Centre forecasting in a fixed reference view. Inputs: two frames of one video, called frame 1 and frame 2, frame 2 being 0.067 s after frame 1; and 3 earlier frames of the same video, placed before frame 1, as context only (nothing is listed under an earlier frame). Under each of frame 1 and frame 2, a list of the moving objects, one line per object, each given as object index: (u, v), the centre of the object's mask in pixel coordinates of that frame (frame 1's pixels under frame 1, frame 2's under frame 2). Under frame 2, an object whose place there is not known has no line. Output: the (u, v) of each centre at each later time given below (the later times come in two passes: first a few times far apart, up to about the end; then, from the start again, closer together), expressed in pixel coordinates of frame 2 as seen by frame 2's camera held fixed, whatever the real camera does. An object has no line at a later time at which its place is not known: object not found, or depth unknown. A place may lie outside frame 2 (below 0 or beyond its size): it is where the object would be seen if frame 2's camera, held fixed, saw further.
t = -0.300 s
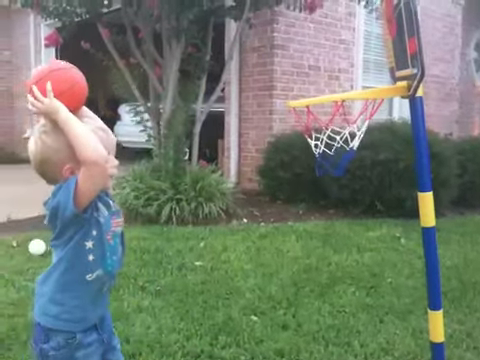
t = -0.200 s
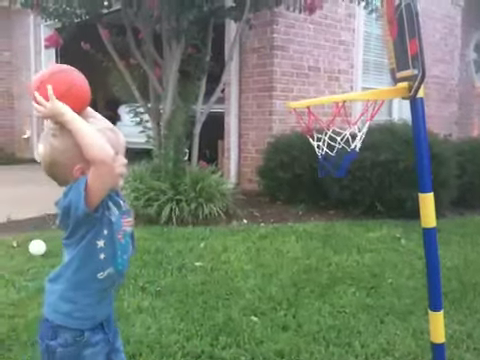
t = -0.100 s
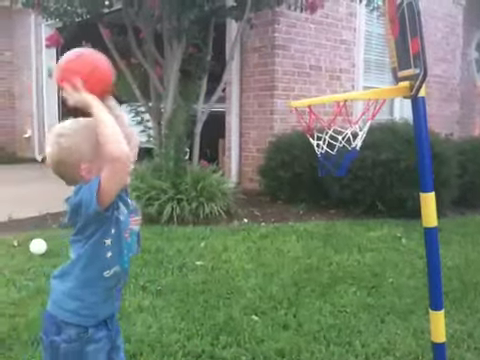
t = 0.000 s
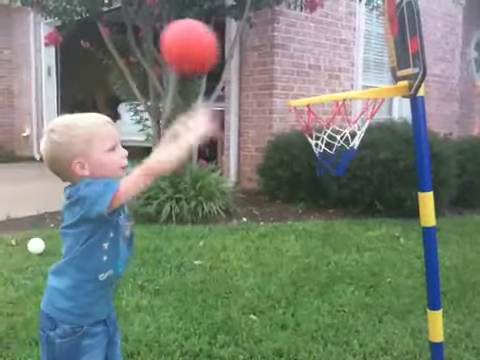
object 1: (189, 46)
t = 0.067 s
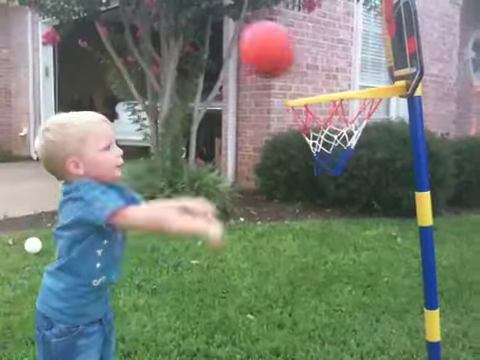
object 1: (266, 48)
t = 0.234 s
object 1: (338, 75)
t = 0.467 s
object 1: (387, 147)
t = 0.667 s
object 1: (388, 341)
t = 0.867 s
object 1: (239, 356)
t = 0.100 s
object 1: (306, 57)
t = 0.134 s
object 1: (343, 69)
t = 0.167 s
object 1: (361, 73)
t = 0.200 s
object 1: (350, 72)
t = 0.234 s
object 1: (338, 75)
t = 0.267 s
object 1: (335, 78)
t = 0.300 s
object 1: (343, 80)
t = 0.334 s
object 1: (355, 91)
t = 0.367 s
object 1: (368, 106)
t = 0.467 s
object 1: (387, 147)
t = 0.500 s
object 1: (387, 168)
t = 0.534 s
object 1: (387, 195)
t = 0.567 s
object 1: (387, 226)
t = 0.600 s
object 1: (387, 262)
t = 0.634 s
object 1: (388, 301)
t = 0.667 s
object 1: (388, 341)
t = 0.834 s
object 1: (271, 357)
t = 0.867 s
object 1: (239, 356)
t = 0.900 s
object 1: (207, 356)
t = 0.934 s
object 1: (177, 358)
